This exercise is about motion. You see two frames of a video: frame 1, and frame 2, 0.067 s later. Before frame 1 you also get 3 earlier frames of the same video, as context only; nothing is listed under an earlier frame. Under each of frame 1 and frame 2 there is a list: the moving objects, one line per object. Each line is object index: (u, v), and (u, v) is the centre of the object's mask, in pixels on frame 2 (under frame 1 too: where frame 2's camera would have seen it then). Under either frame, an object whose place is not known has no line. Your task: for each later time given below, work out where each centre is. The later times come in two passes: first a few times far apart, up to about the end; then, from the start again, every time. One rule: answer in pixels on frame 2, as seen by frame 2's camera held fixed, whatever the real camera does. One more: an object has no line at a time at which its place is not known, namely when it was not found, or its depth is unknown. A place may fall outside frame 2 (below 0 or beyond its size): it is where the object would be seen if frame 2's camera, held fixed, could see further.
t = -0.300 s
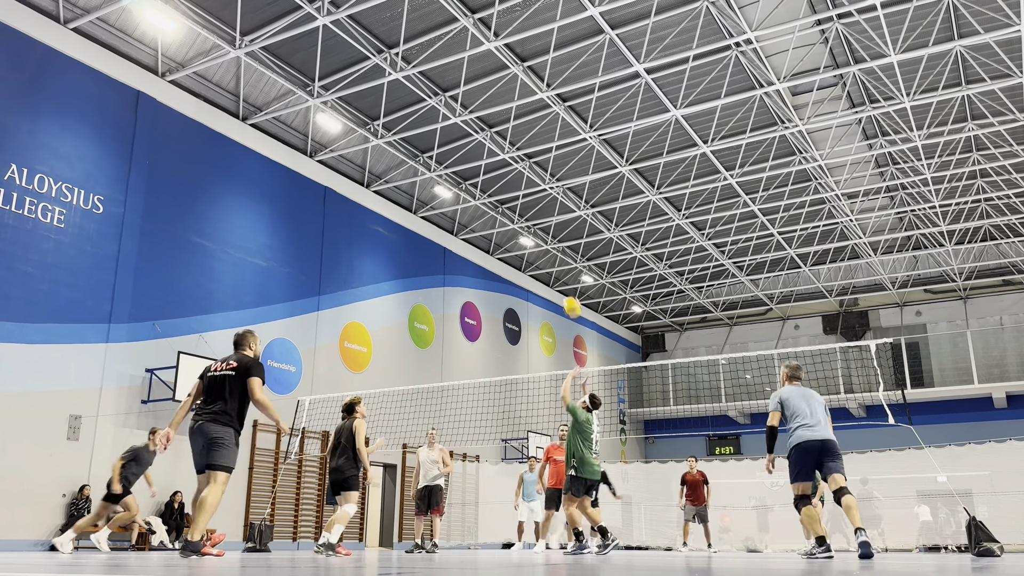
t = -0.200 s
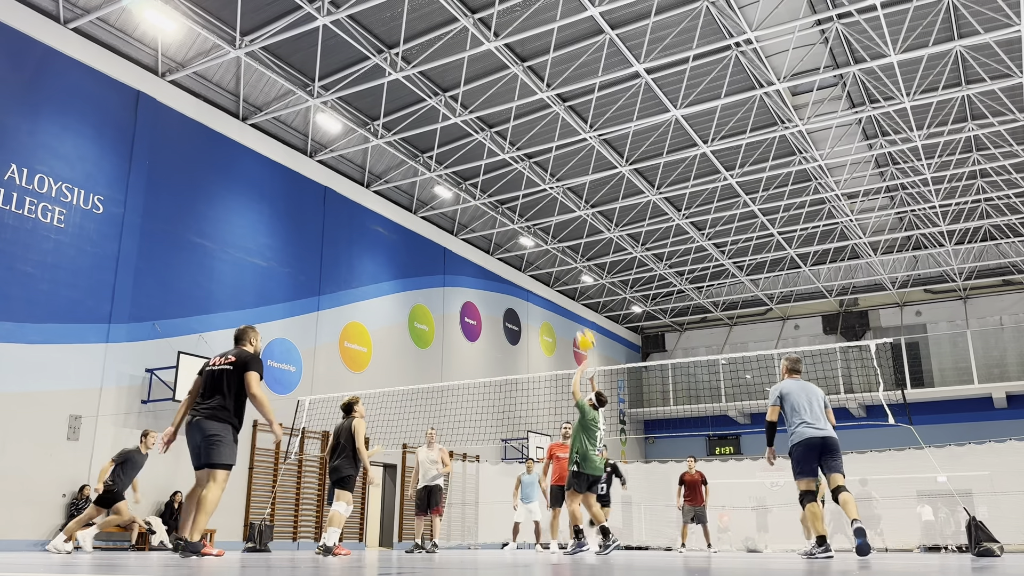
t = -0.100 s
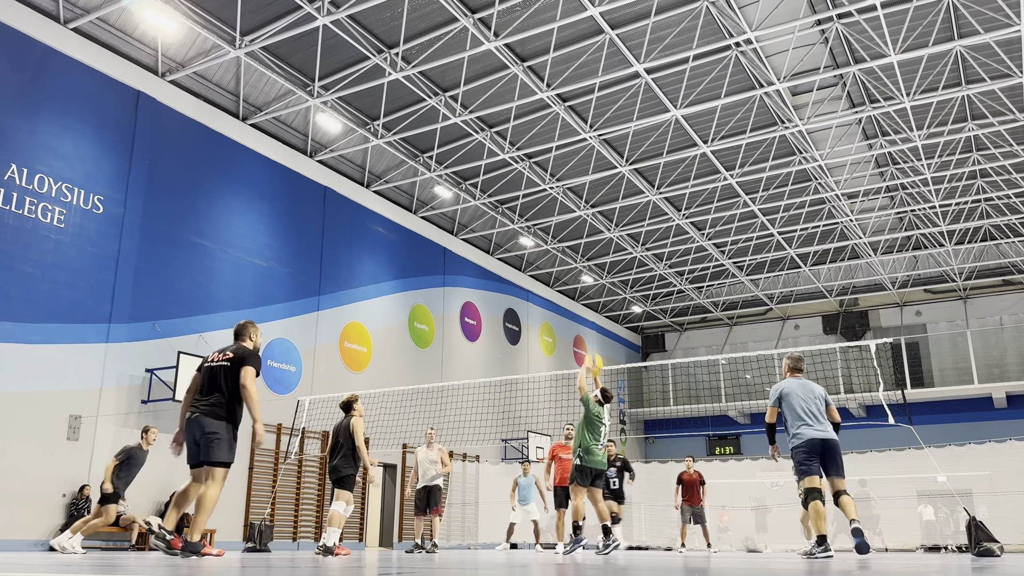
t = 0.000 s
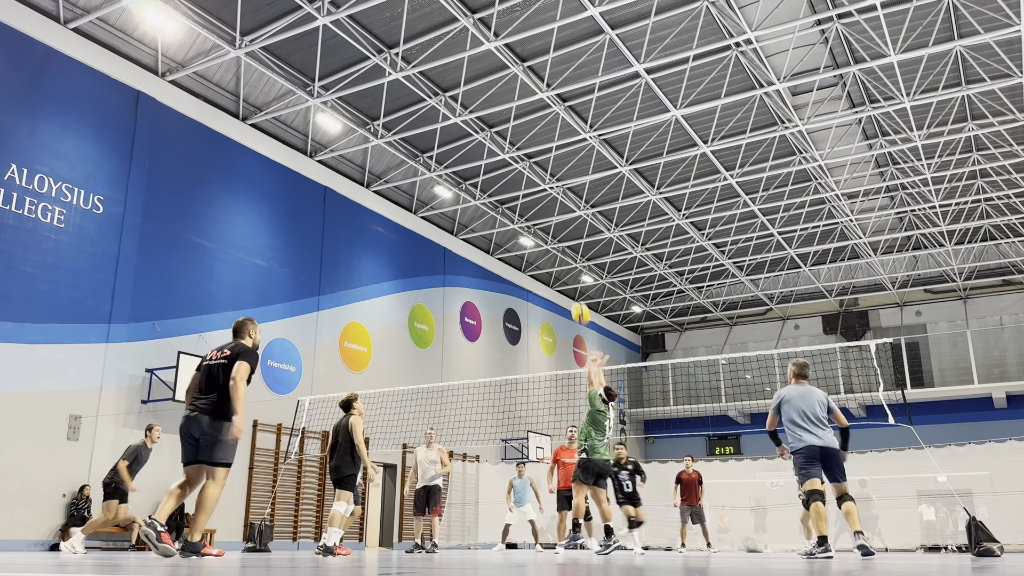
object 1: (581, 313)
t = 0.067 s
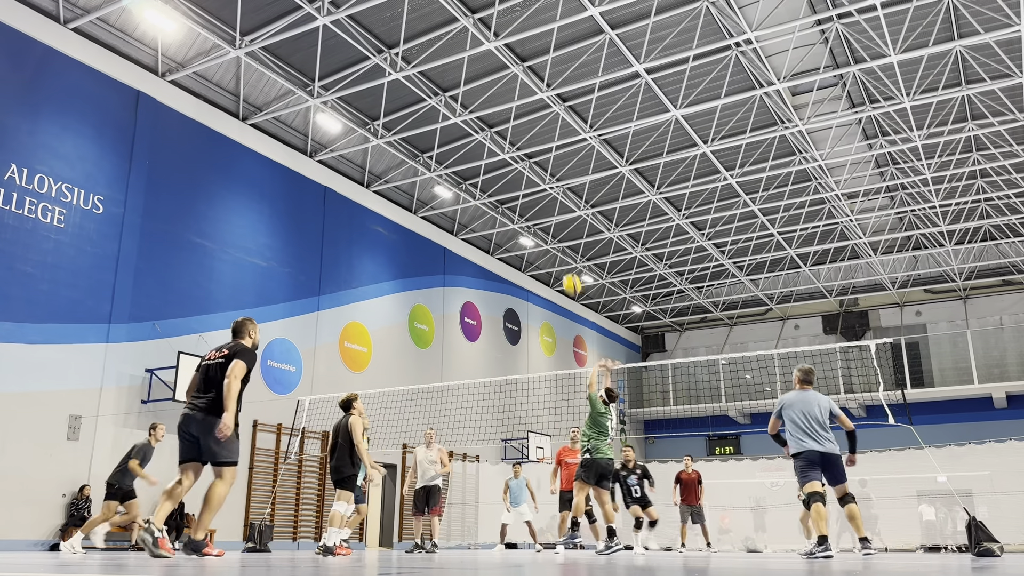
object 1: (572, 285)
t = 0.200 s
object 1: (556, 241)
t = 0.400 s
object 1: (535, 205)
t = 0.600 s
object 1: (516, 199)
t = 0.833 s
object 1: (496, 224)
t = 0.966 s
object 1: (485, 252)
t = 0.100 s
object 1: (568, 272)
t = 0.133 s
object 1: (564, 260)
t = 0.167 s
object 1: (560, 250)
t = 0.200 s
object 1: (556, 241)
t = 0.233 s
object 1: (553, 233)
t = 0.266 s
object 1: (549, 225)
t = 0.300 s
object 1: (545, 219)
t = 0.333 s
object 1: (542, 213)
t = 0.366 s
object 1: (538, 209)
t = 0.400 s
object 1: (535, 205)
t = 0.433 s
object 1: (532, 202)
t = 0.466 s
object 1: (529, 200)
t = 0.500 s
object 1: (526, 199)
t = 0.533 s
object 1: (522, 198)
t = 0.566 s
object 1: (519, 198)
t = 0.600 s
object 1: (516, 199)
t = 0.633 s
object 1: (513, 201)
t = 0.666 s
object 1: (510, 203)
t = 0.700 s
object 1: (507, 206)
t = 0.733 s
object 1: (504, 209)
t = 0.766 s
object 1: (502, 214)
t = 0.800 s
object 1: (499, 219)
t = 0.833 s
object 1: (496, 224)
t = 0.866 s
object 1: (494, 231)
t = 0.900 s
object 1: (491, 238)
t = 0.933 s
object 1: (488, 245)
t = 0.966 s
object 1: (485, 252)
